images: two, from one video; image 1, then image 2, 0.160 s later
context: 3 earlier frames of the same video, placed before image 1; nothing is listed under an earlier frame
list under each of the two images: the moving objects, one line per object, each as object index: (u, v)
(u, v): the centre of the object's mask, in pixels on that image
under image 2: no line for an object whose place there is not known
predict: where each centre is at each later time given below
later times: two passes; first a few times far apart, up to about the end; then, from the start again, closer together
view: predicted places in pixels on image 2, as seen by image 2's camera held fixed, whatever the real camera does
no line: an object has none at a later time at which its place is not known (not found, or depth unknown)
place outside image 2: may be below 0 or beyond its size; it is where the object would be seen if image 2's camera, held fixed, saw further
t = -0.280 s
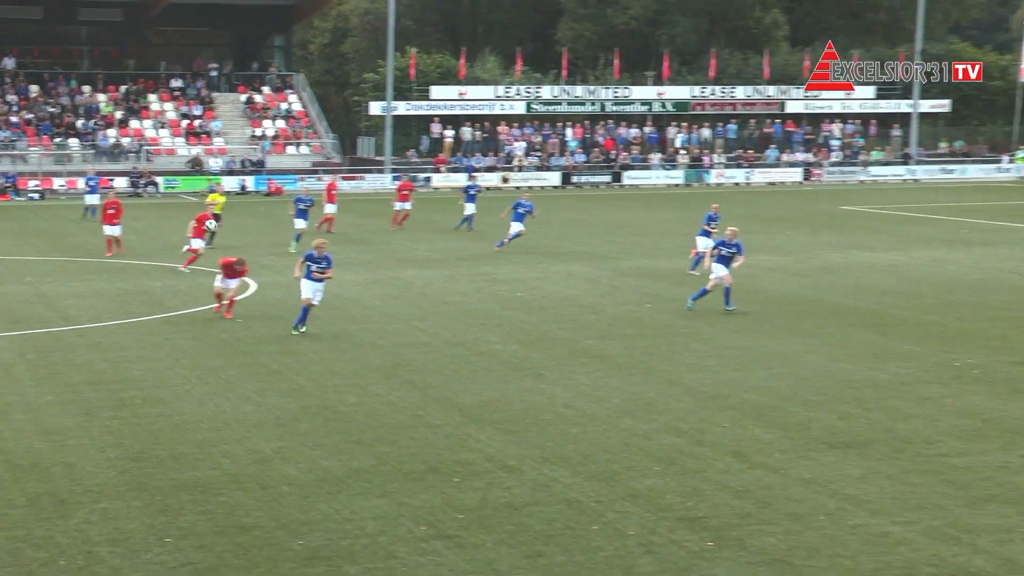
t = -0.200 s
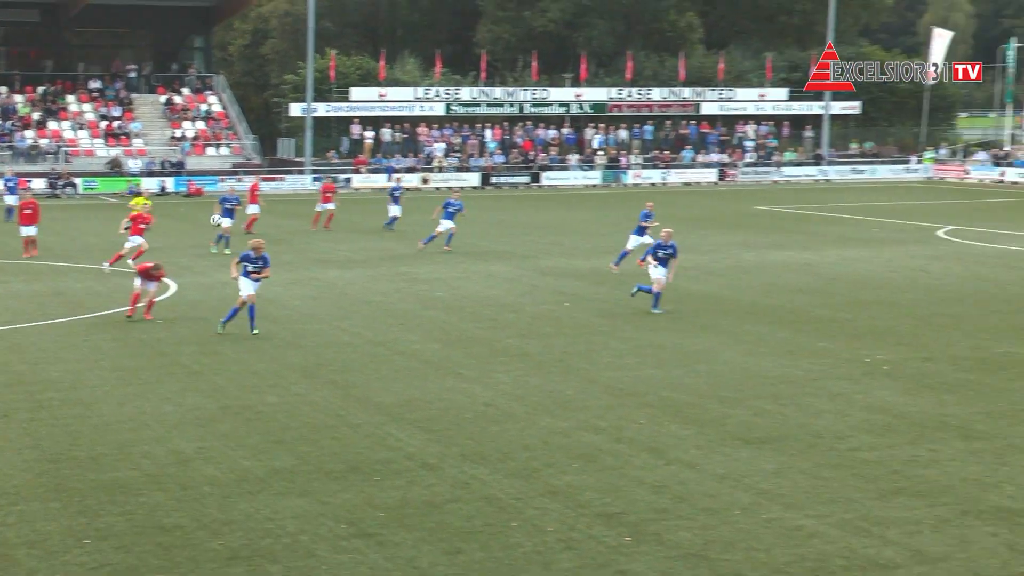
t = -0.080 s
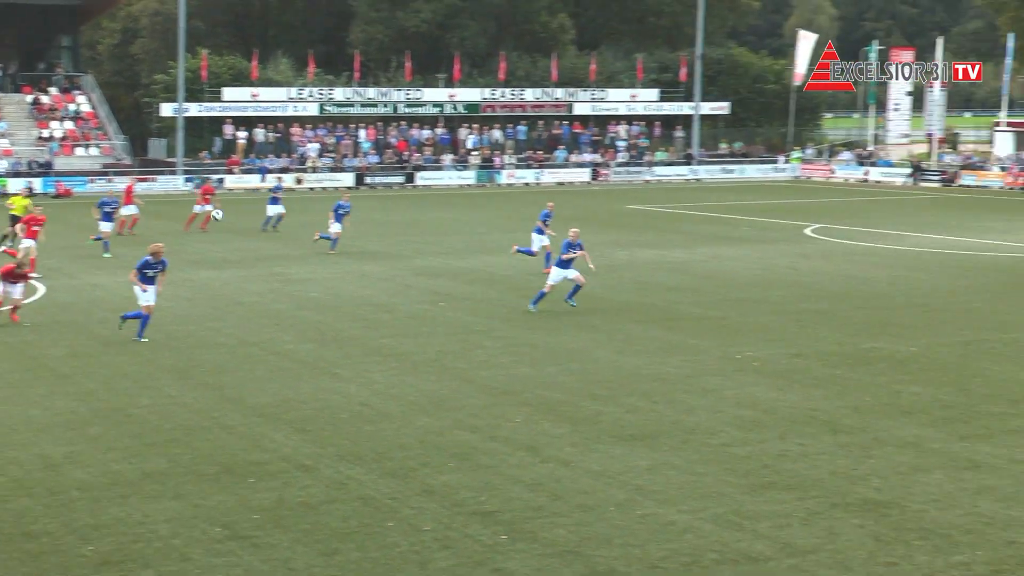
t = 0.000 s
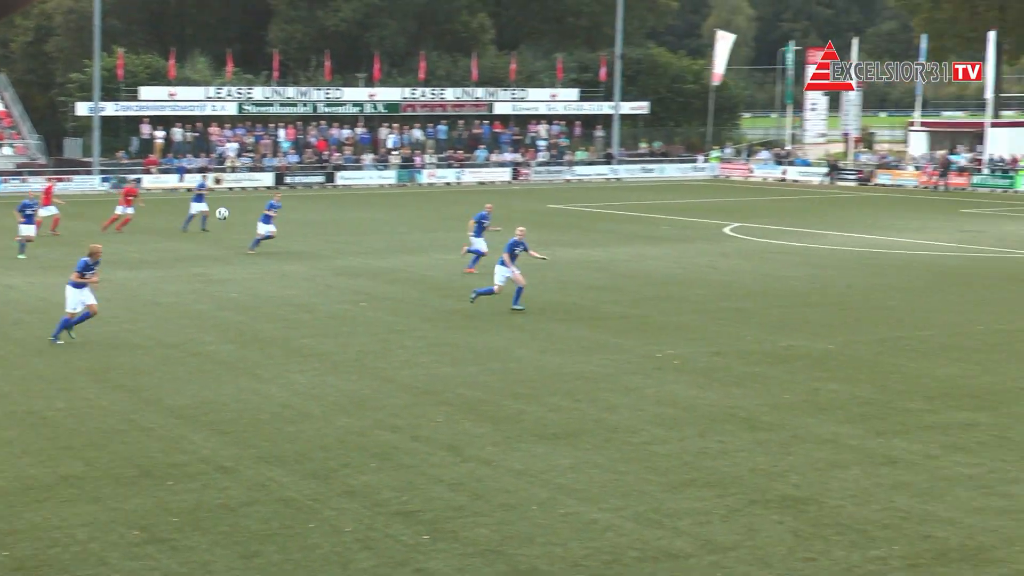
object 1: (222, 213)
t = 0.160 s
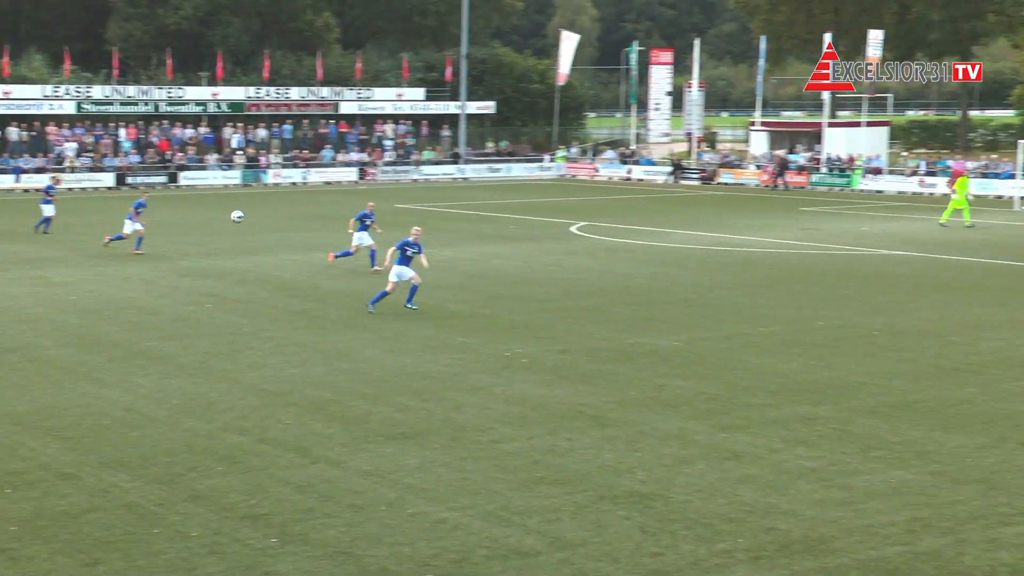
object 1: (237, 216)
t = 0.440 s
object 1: (522, 238)
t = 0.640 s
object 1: (709, 271)
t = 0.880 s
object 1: (908, 312)
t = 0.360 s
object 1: (444, 229)
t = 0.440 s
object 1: (522, 238)
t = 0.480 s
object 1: (560, 243)
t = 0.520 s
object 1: (598, 249)
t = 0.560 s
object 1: (635, 256)
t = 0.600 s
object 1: (672, 263)
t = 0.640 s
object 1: (709, 271)
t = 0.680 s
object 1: (745, 279)
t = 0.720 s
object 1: (781, 288)
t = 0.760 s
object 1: (817, 297)
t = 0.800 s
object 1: (852, 307)
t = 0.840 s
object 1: (887, 317)
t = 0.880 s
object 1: (908, 312)
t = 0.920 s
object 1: (928, 304)
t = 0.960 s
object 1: (947, 297)
